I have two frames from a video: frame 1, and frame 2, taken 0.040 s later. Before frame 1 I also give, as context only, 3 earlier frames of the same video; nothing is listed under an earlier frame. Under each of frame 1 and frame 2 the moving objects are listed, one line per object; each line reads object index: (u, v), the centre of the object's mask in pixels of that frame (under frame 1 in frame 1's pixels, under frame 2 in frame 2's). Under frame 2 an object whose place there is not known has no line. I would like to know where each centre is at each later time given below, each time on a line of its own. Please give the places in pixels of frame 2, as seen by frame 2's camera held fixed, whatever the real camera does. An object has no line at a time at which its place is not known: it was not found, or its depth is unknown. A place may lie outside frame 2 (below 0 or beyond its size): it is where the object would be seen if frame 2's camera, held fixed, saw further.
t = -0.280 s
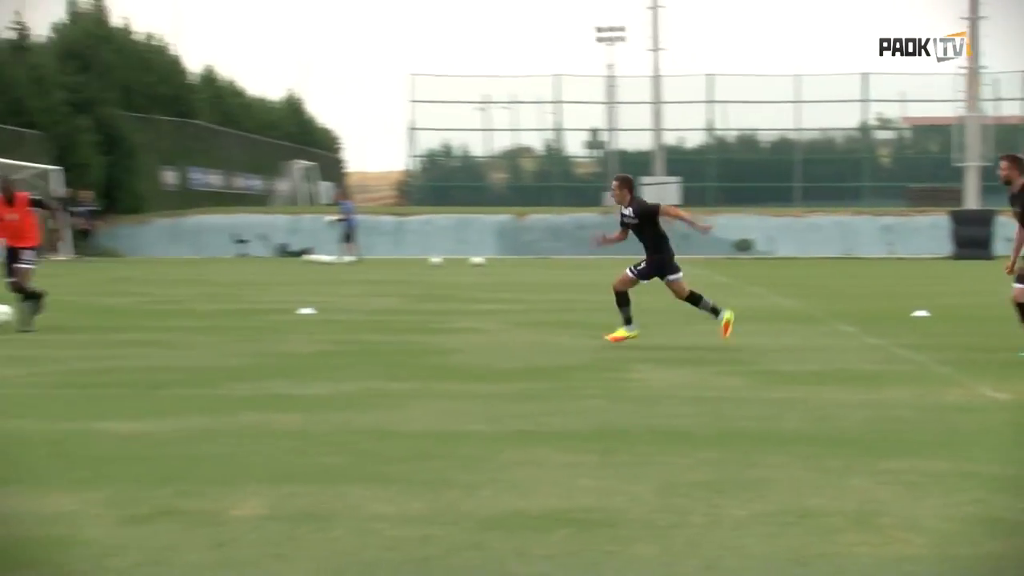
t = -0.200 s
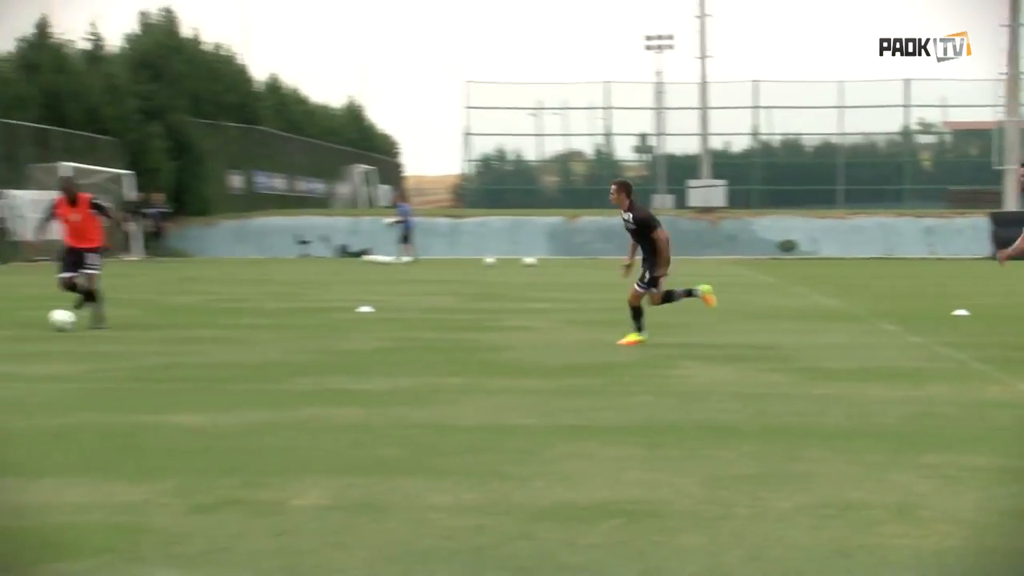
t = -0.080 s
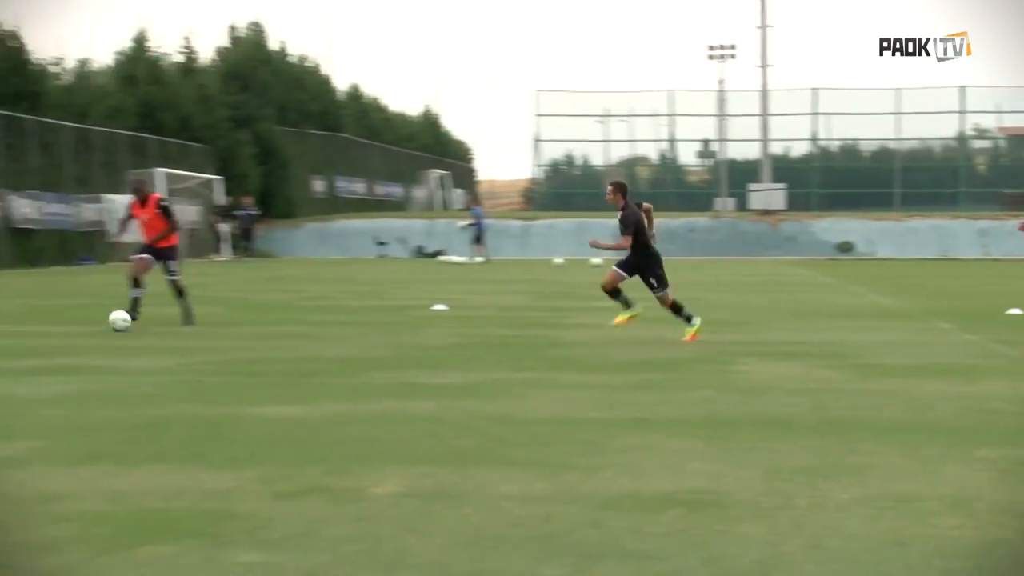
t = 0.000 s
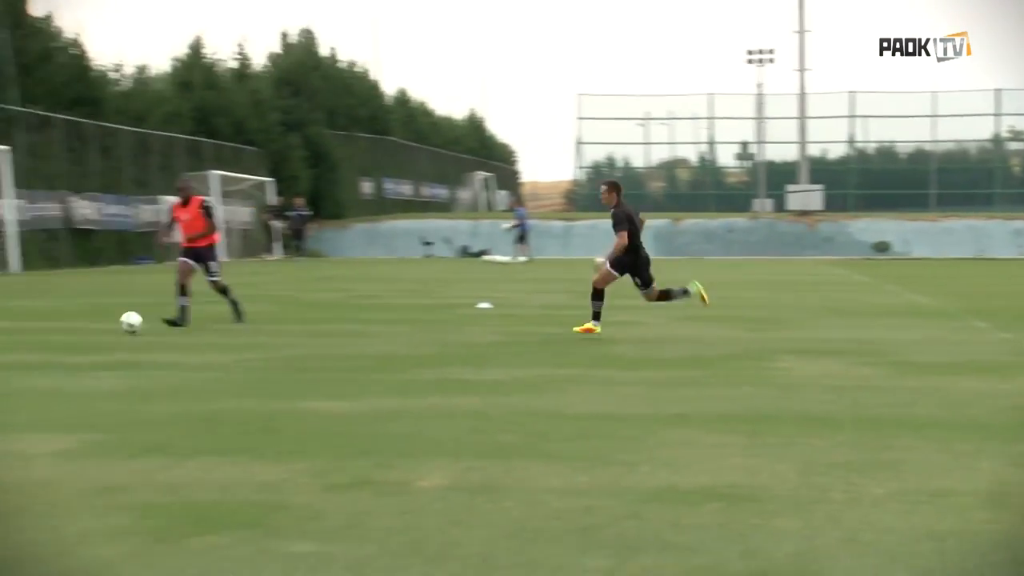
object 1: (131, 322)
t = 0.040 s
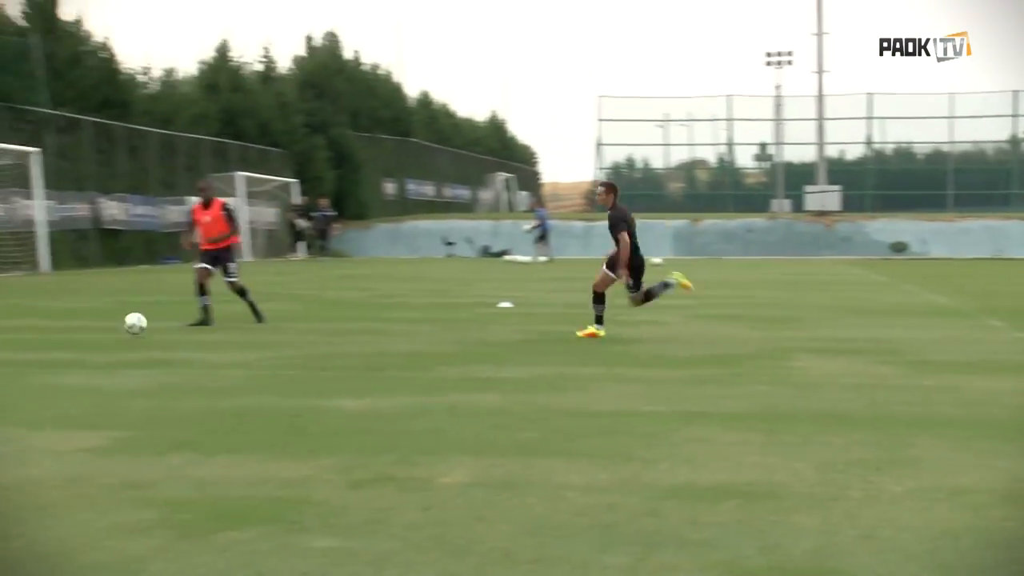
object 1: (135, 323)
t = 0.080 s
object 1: (115, 327)
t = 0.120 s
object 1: (94, 333)
